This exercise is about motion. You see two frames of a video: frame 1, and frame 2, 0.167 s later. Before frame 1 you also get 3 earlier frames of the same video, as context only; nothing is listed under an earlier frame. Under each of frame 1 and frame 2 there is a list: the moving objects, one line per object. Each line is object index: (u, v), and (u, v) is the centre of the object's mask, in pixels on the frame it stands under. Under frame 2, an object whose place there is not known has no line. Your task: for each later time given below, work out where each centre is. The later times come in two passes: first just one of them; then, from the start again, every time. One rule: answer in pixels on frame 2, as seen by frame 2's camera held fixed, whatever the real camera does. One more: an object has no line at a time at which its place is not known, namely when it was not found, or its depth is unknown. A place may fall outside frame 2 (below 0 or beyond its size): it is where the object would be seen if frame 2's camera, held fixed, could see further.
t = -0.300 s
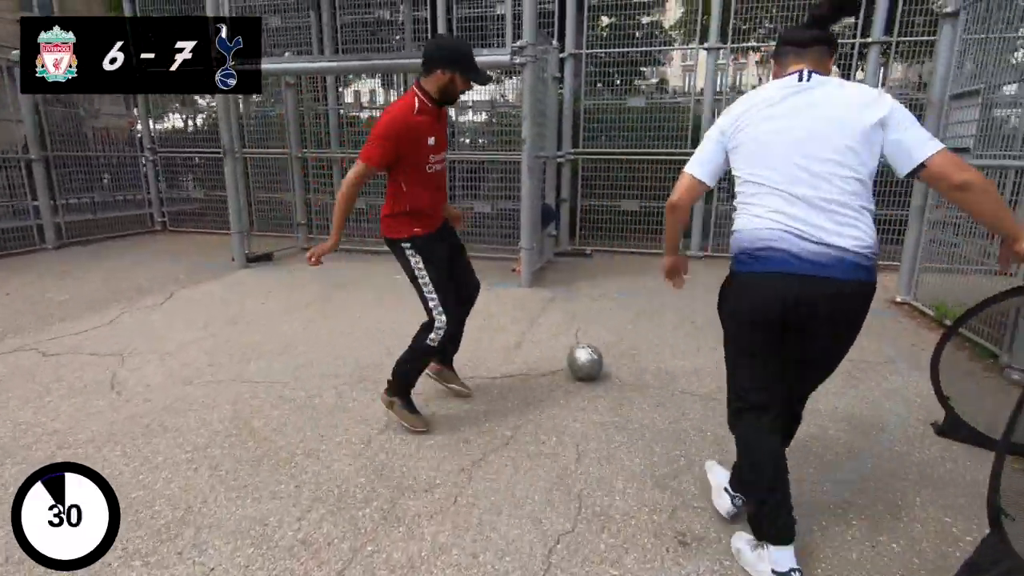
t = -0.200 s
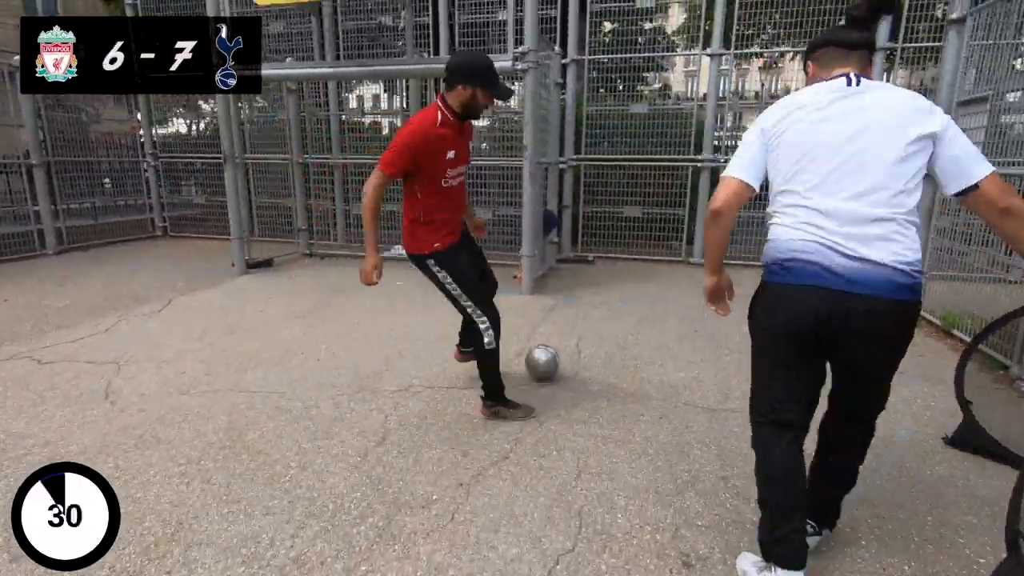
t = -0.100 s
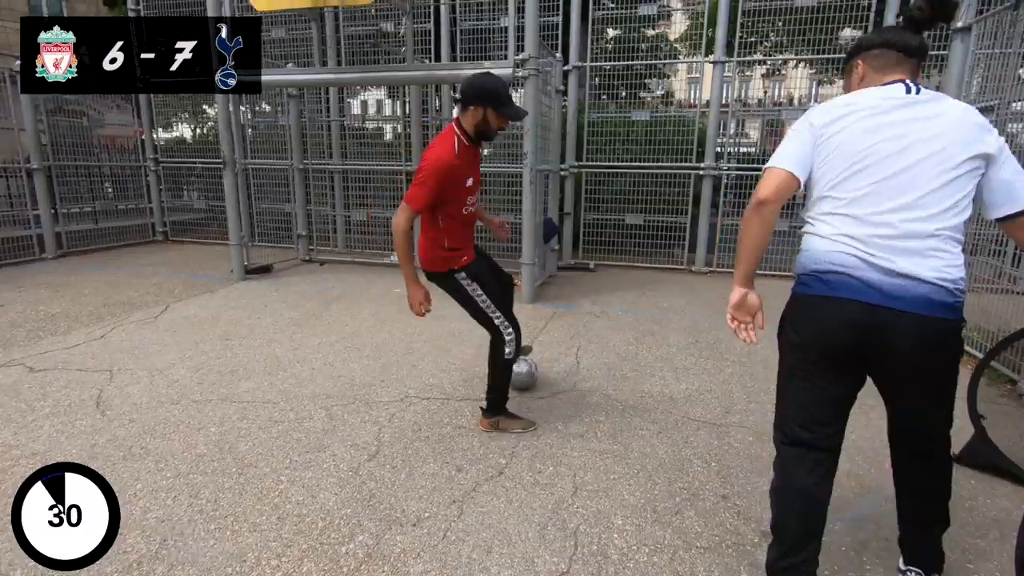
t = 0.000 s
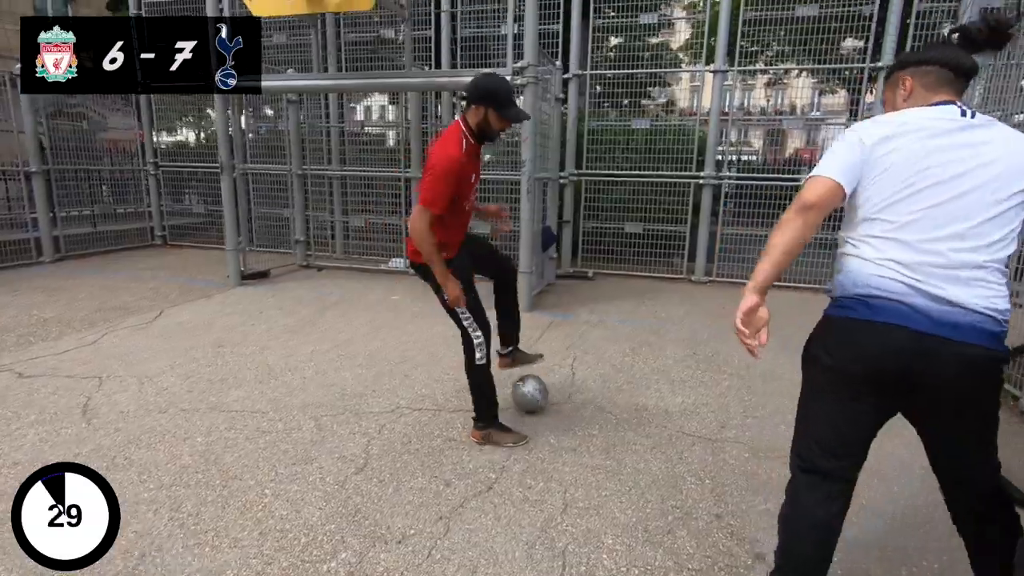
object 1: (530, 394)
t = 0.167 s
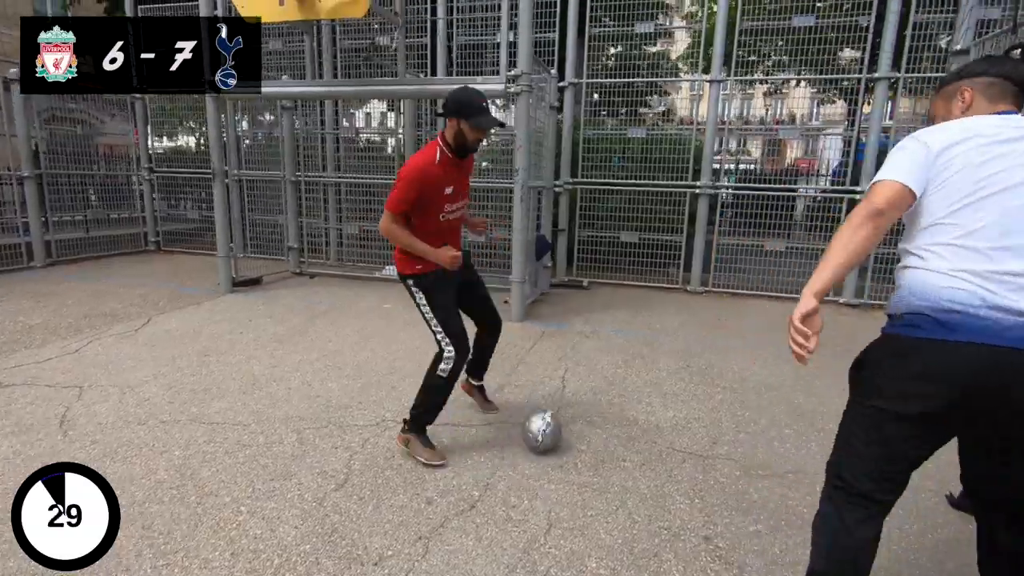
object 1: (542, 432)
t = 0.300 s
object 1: (563, 453)
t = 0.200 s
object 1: (548, 437)
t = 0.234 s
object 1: (553, 442)
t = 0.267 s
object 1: (559, 448)
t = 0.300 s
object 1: (563, 453)
